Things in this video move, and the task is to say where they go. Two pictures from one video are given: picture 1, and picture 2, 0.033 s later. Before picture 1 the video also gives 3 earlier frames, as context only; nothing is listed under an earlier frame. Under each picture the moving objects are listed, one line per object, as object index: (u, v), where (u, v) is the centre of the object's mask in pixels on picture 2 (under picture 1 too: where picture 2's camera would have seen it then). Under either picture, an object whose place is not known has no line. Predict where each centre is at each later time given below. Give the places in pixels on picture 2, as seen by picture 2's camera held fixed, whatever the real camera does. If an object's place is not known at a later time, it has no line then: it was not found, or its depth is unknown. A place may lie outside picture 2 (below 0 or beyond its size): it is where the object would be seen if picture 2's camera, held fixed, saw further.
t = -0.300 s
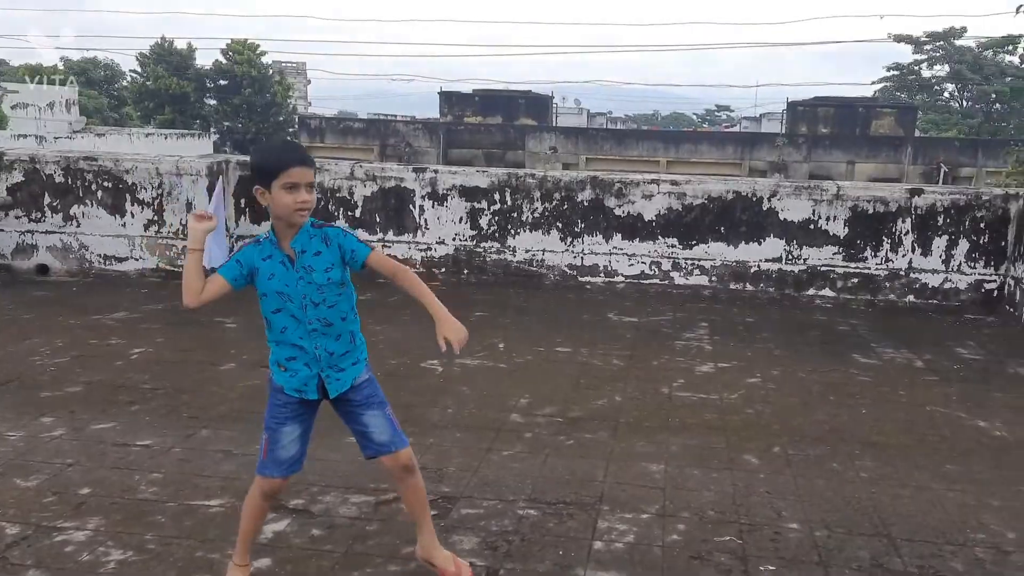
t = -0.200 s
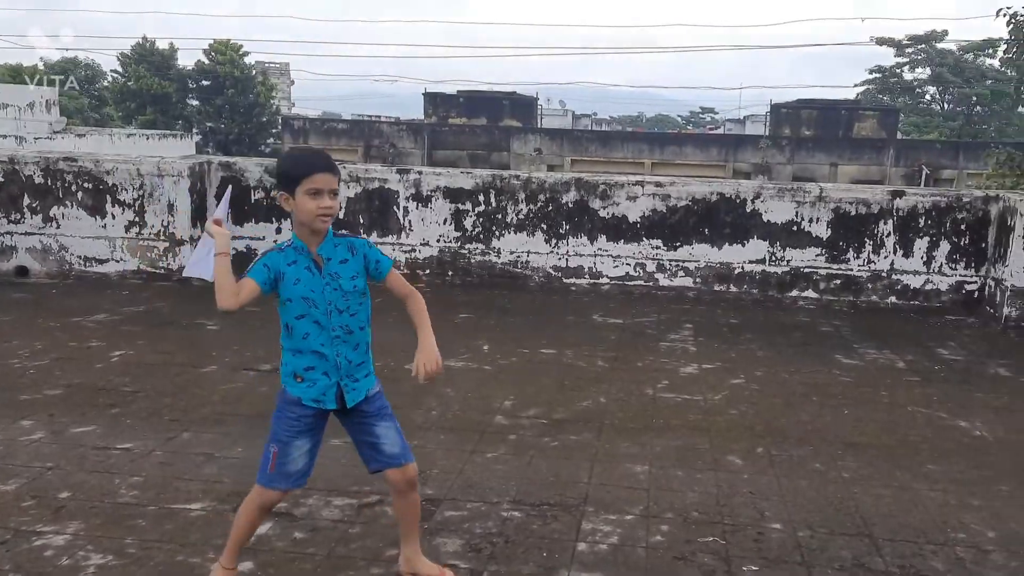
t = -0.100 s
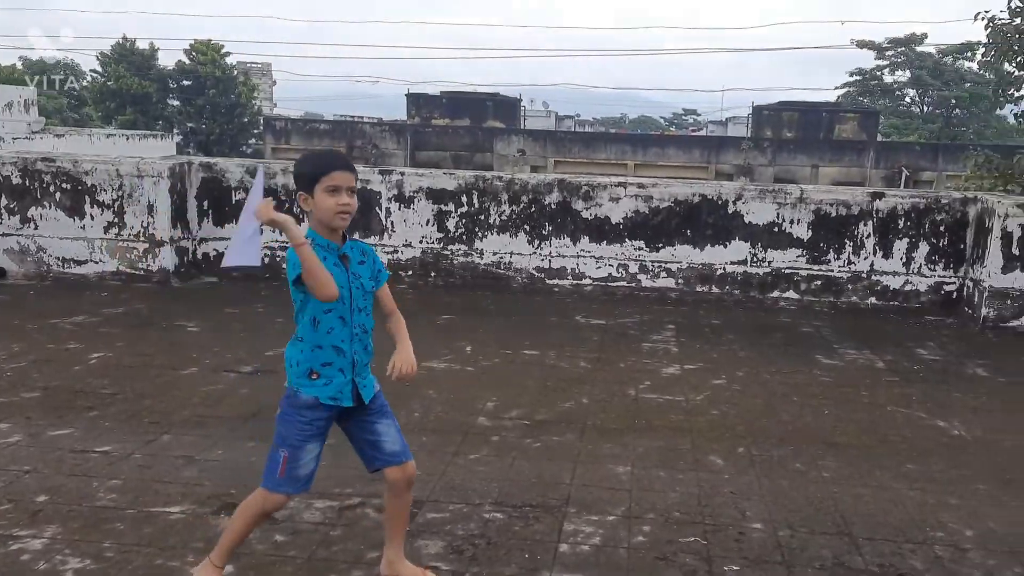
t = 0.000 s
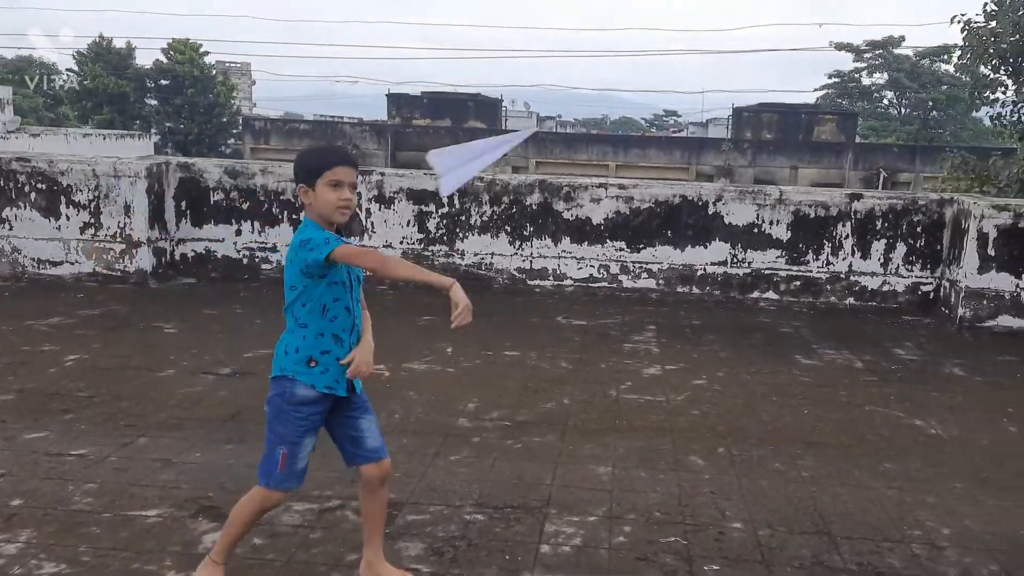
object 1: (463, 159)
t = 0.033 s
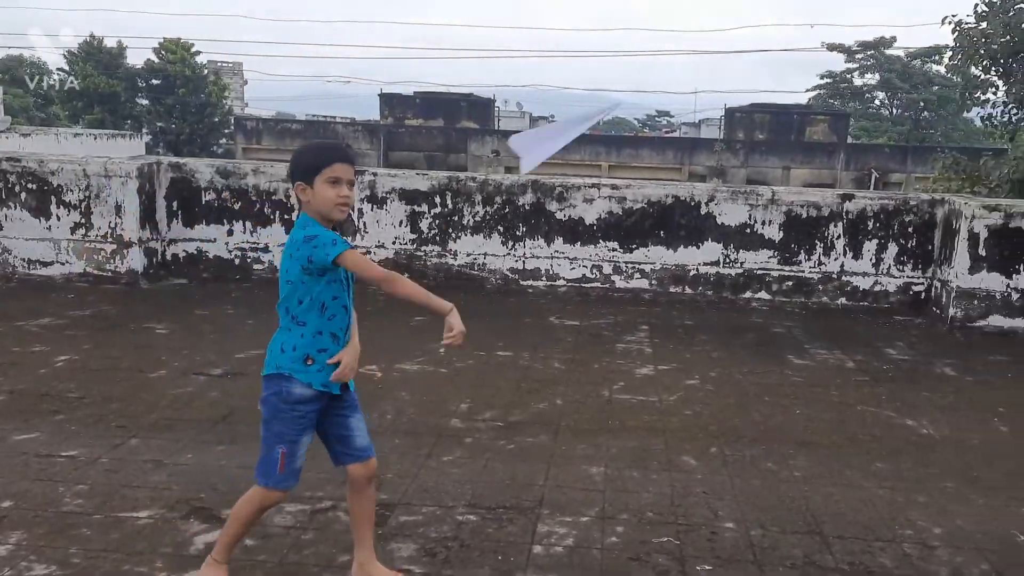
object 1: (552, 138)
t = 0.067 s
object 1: (643, 109)
